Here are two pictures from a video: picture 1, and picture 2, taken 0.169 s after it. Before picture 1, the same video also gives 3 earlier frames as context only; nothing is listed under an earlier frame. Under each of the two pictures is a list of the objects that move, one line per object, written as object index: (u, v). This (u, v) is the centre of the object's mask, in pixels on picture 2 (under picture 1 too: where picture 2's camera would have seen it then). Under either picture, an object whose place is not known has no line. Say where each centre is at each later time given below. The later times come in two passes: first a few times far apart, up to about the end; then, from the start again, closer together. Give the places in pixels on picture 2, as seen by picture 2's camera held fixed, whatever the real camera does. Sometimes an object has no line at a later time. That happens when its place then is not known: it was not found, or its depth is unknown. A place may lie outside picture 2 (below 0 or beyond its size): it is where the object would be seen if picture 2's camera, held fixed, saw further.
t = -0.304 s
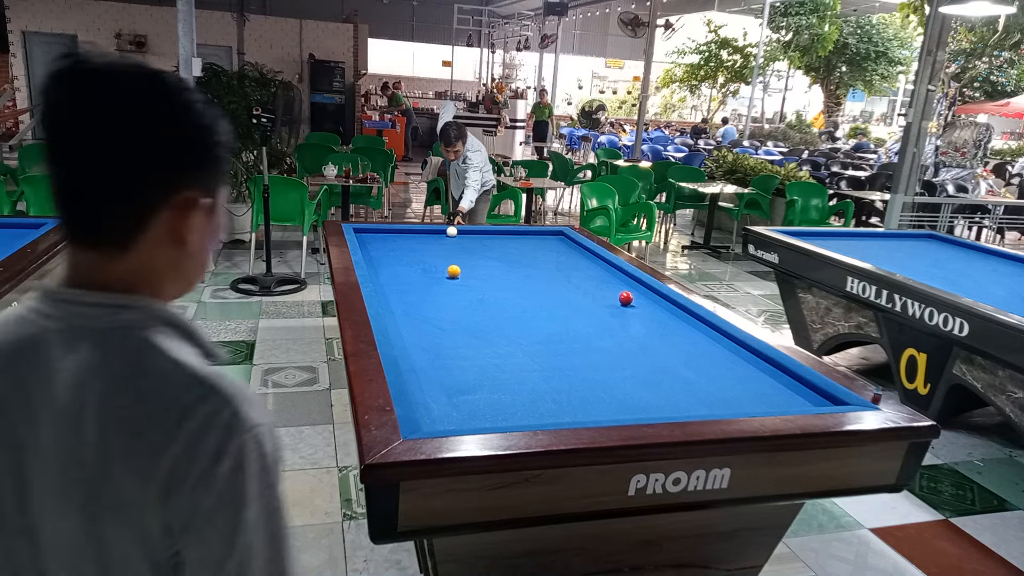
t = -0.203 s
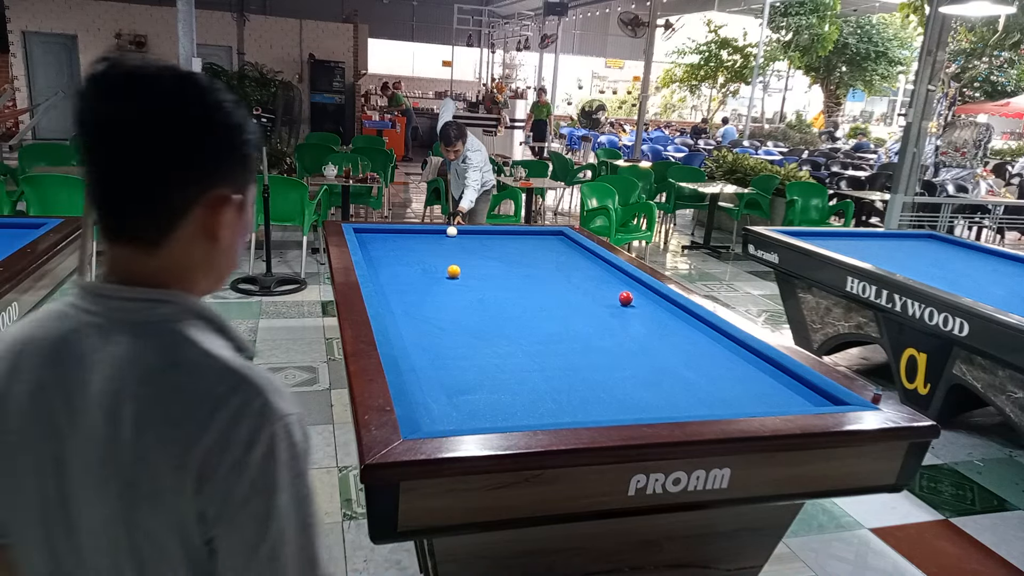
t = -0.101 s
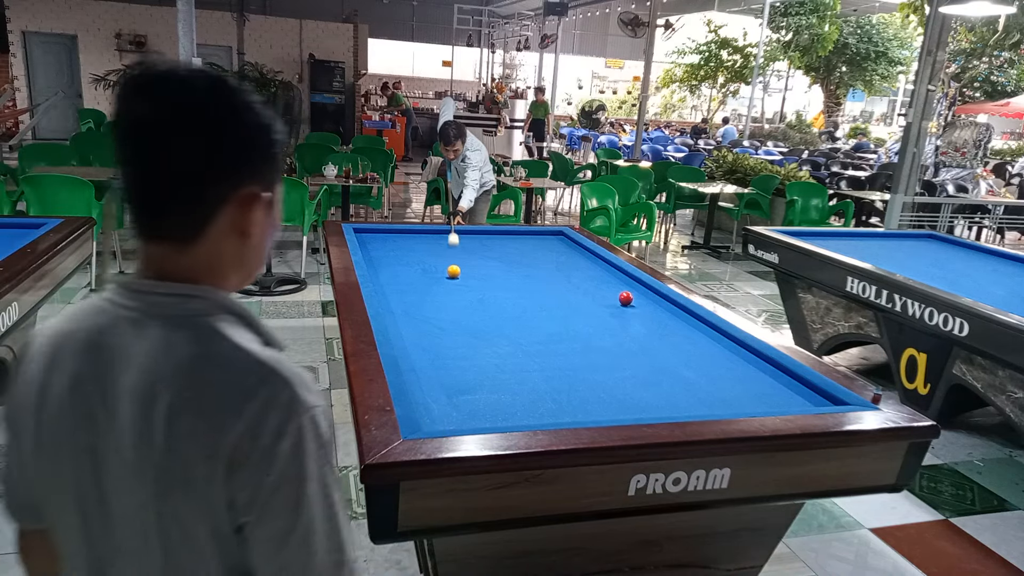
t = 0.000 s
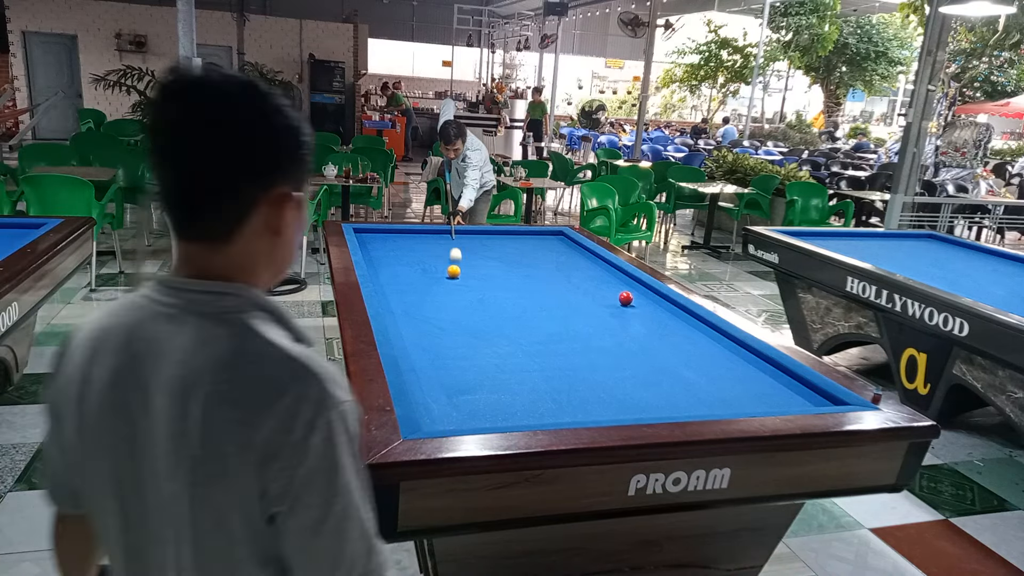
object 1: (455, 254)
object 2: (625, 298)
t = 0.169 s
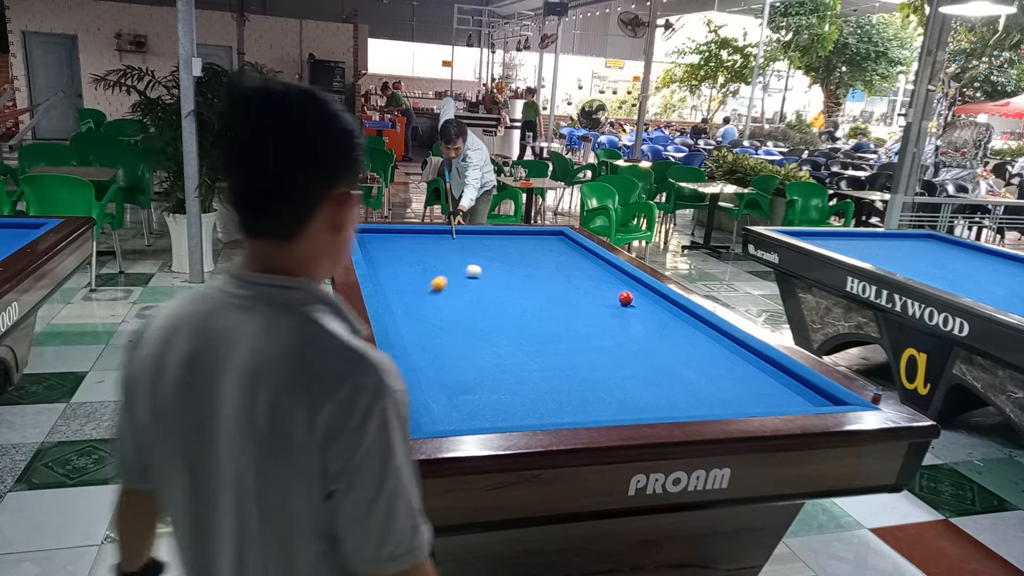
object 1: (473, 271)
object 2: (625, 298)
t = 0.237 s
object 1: (484, 273)
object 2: (625, 298)
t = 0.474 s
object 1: (521, 280)
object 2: (625, 298)
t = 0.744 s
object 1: (565, 288)
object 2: (625, 298)
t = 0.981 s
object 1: (604, 294)
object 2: (625, 297)
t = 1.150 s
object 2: (645, 299)
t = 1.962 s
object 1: (643, 304)
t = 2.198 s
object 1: (650, 306)
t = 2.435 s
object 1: (657, 307)
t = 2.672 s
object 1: (662, 310)
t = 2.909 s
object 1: (668, 312)
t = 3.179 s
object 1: (673, 313)
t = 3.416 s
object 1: (677, 315)
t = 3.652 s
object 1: (681, 316)
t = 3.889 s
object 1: (684, 316)
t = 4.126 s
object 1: (687, 317)
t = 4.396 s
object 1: (690, 317)
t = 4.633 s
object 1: (691, 318)
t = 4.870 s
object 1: (692, 318)
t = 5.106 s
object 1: (692, 318)
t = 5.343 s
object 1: (692, 318)
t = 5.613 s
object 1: (692, 318)
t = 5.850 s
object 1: (692, 318)
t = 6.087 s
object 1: (692, 318)
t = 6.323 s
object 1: (692, 318)
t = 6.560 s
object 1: (692, 318)
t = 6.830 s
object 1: (692, 318)
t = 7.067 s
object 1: (692, 318)
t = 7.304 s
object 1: (692, 318)
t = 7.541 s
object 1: (692, 318)
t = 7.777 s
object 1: (692, 318)
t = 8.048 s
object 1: (692, 318)
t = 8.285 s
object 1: (692, 318)
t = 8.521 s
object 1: (692, 318)
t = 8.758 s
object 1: (692, 318)
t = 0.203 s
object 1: (479, 272)
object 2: (625, 298)
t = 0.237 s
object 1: (484, 273)
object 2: (625, 298)
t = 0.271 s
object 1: (489, 274)
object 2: (625, 298)
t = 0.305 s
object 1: (494, 275)
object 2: (625, 298)
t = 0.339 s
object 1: (500, 276)
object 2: (625, 298)
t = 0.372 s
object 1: (505, 277)
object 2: (625, 298)
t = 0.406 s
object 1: (510, 278)
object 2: (625, 298)
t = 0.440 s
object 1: (515, 279)
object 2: (625, 298)
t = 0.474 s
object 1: (521, 280)
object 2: (625, 298)
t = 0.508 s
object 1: (526, 281)
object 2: (625, 298)
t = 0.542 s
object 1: (532, 282)
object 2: (625, 298)
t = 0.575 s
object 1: (537, 283)
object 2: (625, 298)
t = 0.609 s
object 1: (543, 284)
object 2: (625, 298)
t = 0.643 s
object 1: (548, 285)
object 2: (625, 298)
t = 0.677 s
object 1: (554, 286)
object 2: (625, 298)
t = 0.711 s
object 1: (559, 287)
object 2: (625, 298)
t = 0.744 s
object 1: (565, 288)
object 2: (625, 298)
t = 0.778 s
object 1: (570, 289)
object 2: (625, 298)
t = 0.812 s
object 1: (576, 289)
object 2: (625, 298)
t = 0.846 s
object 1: (581, 291)
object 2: (625, 298)
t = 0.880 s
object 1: (587, 292)
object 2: (625, 298)
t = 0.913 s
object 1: (593, 292)
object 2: (625, 298)
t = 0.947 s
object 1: (598, 293)
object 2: (625, 298)
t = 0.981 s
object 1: (604, 294)
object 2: (625, 297)
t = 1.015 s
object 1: (609, 295)
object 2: (625, 298)
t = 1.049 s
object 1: (611, 297)
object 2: (629, 298)
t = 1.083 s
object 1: (615, 295)
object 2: (634, 299)
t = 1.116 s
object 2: (639, 300)
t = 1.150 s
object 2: (645, 299)
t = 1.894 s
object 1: (638, 301)
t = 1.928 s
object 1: (641, 304)
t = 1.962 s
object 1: (643, 304)
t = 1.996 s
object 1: (643, 304)
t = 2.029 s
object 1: (644, 305)
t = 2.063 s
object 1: (646, 305)
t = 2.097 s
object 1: (647, 305)
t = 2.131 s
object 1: (648, 306)
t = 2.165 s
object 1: (649, 306)
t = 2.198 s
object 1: (650, 306)
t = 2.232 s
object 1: (650, 306)
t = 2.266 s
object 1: (652, 306)
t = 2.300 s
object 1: (653, 306)
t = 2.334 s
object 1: (653, 307)
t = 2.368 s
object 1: (655, 307)
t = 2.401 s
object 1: (656, 307)
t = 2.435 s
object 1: (657, 307)
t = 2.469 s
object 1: (658, 308)
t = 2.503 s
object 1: (659, 308)
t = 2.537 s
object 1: (659, 309)
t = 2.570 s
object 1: (660, 309)
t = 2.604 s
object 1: (661, 310)
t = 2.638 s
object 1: (662, 310)
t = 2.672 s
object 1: (662, 310)
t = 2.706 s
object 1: (663, 310)
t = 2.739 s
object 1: (664, 310)
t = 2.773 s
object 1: (665, 311)
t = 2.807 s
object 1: (666, 311)
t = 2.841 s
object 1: (666, 311)
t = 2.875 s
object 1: (667, 312)
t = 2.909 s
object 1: (668, 312)
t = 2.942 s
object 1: (668, 312)
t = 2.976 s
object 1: (669, 312)
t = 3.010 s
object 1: (670, 312)
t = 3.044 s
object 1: (671, 313)
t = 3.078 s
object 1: (671, 313)
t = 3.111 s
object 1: (672, 313)
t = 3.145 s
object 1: (673, 313)
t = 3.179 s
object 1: (673, 313)
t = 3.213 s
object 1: (674, 313)
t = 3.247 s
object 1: (674, 314)
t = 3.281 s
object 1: (675, 314)
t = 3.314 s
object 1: (676, 314)
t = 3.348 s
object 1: (676, 314)
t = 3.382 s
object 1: (677, 314)
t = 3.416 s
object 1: (677, 315)
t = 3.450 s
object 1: (678, 315)
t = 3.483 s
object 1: (678, 315)
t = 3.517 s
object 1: (679, 315)
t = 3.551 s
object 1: (680, 315)
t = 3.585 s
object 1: (680, 315)
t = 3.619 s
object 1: (681, 315)
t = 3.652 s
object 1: (681, 316)
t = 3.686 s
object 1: (682, 316)
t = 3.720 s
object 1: (682, 316)
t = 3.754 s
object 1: (683, 316)
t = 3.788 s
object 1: (683, 316)
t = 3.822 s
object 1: (684, 316)
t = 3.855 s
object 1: (684, 316)
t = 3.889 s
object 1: (684, 316)
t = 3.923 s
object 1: (685, 317)
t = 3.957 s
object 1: (685, 317)
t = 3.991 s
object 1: (686, 317)
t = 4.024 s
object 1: (686, 317)
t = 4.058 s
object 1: (686, 317)
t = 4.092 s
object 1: (687, 317)
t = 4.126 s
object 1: (687, 317)
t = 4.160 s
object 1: (687, 317)
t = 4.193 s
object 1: (688, 317)
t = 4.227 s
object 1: (688, 317)
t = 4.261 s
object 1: (688, 317)
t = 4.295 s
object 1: (689, 317)
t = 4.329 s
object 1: (689, 317)
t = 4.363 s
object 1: (689, 317)
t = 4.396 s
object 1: (690, 317)
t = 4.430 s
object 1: (690, 317)
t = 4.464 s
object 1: (690, 317)
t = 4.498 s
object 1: (690, 317)
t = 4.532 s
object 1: (690, 317)
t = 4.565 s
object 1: (691, 317)
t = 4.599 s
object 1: (691, 317)
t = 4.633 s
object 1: (691, 318)
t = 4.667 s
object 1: (691, 317)
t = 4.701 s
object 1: (691, 318)
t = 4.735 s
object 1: (691, 318)
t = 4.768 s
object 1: (692, 318)
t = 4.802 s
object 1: (692, 318)
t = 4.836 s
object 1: (692, 318)
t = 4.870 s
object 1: (692, 318)
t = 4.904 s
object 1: (692, 318)
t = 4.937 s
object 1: (692, 318)
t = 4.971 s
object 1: (692, 318)
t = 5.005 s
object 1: (692, 318)
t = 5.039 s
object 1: (692, 318)
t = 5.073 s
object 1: (691, 318)
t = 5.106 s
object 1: (692, 318)
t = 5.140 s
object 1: (691, 318)
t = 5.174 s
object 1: (691, 318)
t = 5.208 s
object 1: (691, 318)
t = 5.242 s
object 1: (691, 318)
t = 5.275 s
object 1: (692, 318)
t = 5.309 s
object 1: (691, 318)
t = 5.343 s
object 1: (692, 318)
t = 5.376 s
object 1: (692, 318)
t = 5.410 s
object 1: (692, 318)
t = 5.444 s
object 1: (692, 318)
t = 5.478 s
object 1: (692, 318)
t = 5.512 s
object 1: (692, 318)
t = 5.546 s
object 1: (692, 318)
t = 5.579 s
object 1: (692, 318)
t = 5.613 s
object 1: (692, 318)
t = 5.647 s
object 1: (692, 318)
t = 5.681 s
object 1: (692, 318)
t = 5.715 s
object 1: (692, 318)
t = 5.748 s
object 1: (692, 318)
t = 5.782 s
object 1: (692, 318)
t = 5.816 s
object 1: (692, 318)
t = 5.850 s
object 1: (692, 318)
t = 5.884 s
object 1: (692, 318)
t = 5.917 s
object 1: (692, 318)
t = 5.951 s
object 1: (692, 318)
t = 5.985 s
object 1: (692, 318)
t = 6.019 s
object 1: (692, 318)
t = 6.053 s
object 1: (692, 318)
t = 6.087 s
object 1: (692, 318)
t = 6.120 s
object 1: (692, 318)
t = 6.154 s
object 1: (692, 318)
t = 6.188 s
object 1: (692, 318)
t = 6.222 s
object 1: (692, 318)
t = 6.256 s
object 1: (692, 318)
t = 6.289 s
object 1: (692, 318)
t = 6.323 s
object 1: (692, 318)
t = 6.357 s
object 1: (692, 318)
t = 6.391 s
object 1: (692, 318)
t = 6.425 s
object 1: (692, 318)
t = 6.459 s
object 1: (692, 318)
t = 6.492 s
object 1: (692, 318)
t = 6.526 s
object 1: (692, 318)
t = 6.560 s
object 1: (692, 318)
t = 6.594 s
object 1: (692, 318)
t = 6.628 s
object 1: (692, 318)
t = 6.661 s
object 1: (692, 318)
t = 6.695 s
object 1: (692, 318)
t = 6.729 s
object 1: (692, 318)
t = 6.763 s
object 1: (692, 318)
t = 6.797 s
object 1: (692, 318)
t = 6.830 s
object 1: (692, 318)
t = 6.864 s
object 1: (692, 318)
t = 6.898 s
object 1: (692, 318)
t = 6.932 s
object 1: (692, 318)
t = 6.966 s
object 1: (692, 318)
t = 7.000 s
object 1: (692, 318)
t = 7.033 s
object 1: (692, 318)
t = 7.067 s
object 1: (692, 318)
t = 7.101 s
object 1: (692, 318)
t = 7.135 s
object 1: (692, 318)
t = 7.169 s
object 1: (692, 318)
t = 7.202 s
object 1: (692, 318)
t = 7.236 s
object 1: (692, 318)
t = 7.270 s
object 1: (692, 318)
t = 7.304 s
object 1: (692, 318)
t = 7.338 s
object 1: (692, 318)
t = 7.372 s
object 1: (692, 318)
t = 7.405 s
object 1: (692, 318)
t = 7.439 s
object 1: (692, 318)
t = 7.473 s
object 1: (692, 318)
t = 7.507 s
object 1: (692, 318)
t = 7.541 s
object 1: (692, 318)
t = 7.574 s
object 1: (692, 318)
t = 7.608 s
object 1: (692, 318)
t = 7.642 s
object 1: (692, 318)
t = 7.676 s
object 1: (692, 318)
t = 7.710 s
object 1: (692, 318)
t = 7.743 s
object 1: (692, 318)
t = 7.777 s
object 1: (692, 318)
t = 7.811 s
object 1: (692, 318)
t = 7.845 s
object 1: (692, 318)
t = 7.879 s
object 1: (692, 318)
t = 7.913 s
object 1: (692, 318)
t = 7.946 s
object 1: (692, 318)
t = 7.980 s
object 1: (692, 318)
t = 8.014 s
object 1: (692, 318)
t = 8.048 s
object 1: (692, 318)
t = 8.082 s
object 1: (692, 318)
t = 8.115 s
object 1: (692, 318)
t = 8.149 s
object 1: (692, 318)
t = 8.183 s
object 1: (692, 318)
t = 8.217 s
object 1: (692, 318)
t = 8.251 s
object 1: (692, 318)
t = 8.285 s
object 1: (692, 318)
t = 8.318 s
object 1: (692, 318)
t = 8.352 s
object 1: (692, 318)
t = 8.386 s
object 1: (692, 318)
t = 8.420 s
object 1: (692, 318)
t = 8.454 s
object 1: (692, 318)
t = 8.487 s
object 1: (692, 318)
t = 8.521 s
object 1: (692, 318)
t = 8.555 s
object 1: (692, 318)
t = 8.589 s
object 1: (692, 318)
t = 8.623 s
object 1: (692, 318)
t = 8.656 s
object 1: (692, 318)
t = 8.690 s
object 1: (692, 318)
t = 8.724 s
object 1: (692, 318)
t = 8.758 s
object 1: (692, 318)
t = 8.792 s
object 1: (692, 318)
